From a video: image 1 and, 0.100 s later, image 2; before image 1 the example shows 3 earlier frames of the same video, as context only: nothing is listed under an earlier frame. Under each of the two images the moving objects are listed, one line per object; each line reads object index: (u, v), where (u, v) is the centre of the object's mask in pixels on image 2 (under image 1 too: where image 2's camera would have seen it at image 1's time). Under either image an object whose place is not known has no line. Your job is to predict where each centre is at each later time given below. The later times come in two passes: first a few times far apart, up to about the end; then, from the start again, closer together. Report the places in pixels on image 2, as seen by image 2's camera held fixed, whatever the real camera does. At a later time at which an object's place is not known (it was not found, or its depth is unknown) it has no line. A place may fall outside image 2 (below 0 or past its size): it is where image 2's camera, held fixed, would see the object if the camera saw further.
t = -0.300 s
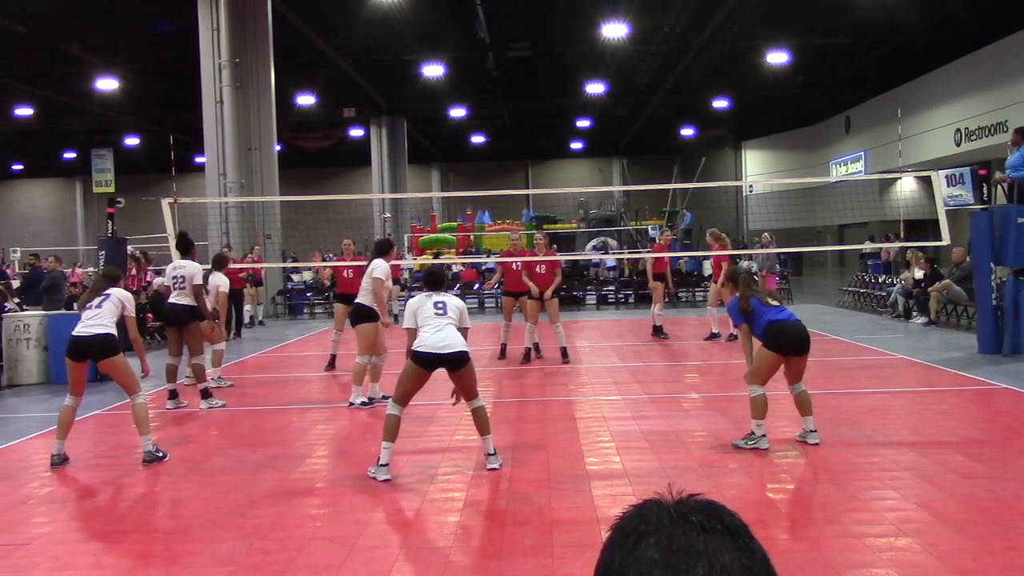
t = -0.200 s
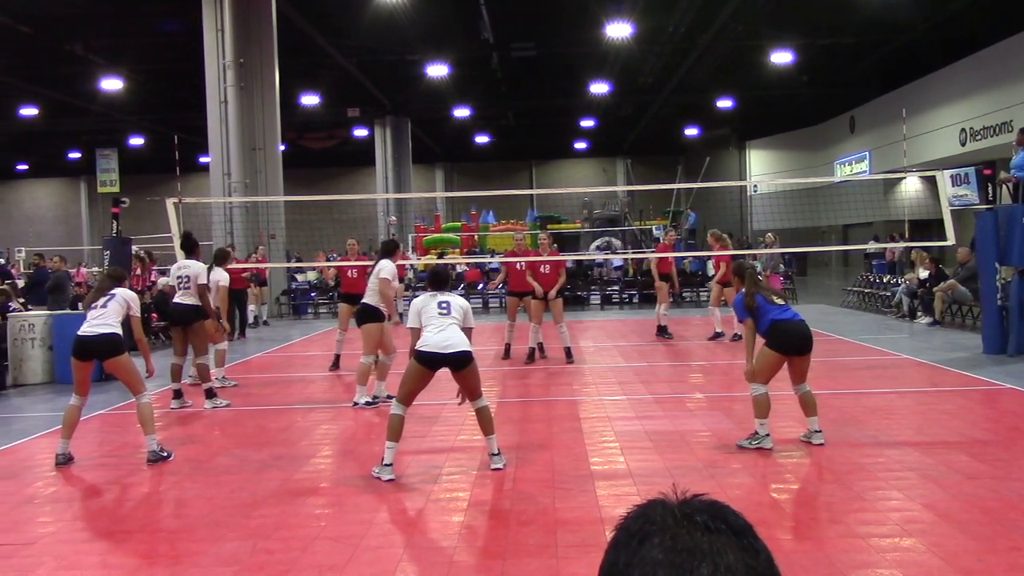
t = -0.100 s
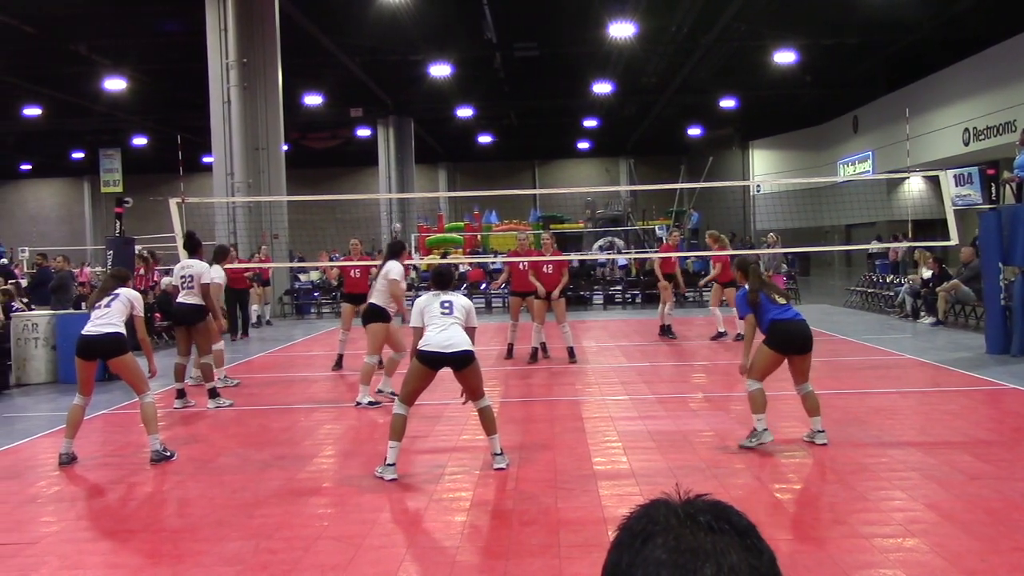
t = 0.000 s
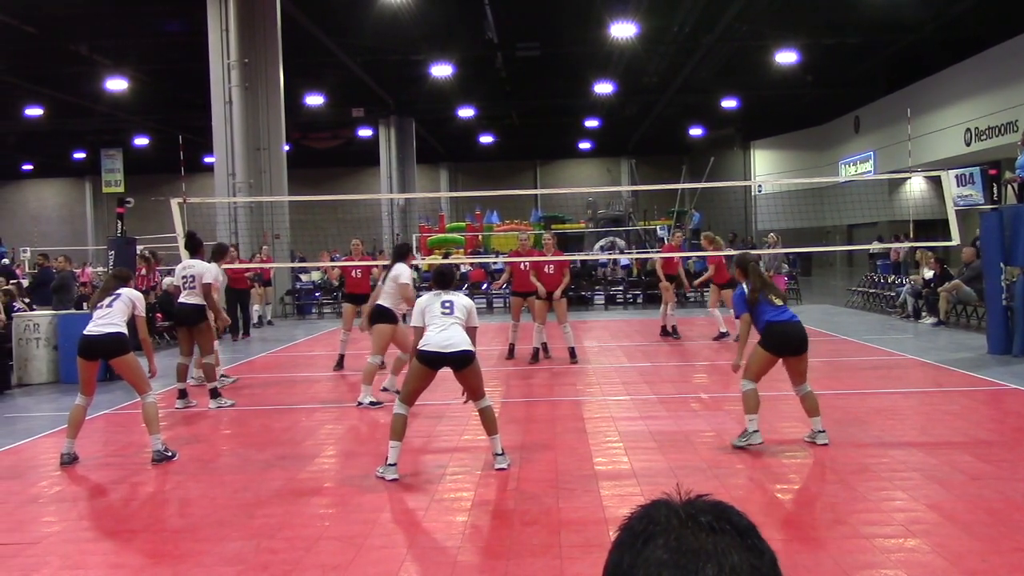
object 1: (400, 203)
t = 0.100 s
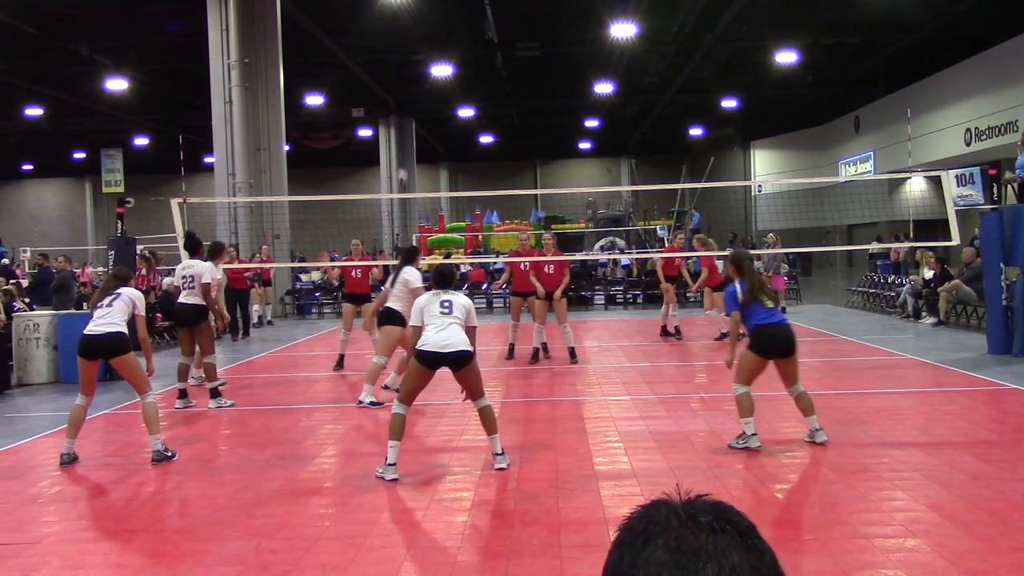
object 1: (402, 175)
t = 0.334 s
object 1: (412, 121)
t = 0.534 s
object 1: (421, 92)
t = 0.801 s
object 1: (433, 90)
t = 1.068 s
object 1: (449, 156)
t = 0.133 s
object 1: (403, 167)
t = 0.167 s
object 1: (404, 158)
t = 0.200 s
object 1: (406, 150)
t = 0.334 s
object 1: (412, 121)
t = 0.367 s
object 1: (413, 115)
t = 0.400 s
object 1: (415, 110)
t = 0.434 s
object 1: (416, 105)
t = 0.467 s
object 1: (418, 100)
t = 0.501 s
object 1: (419, 96)
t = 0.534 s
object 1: (421, 92)
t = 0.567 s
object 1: (423, 89)
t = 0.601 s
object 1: (424, 87)
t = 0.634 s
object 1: (426, 86)
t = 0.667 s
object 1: (428, 85)
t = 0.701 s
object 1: (429, 85)
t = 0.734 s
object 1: (430, 86)
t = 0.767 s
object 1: (432, 87)
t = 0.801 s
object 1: (433, 90)
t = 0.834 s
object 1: (434, 93)
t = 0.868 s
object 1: (435, 99)
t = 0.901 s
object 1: (437, 105)
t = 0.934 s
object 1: (438, 112)
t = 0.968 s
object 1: (441, 121)
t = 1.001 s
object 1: (443, 131)
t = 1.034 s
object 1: (446, 143)
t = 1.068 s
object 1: (449, 156)
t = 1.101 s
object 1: (452, 171)
